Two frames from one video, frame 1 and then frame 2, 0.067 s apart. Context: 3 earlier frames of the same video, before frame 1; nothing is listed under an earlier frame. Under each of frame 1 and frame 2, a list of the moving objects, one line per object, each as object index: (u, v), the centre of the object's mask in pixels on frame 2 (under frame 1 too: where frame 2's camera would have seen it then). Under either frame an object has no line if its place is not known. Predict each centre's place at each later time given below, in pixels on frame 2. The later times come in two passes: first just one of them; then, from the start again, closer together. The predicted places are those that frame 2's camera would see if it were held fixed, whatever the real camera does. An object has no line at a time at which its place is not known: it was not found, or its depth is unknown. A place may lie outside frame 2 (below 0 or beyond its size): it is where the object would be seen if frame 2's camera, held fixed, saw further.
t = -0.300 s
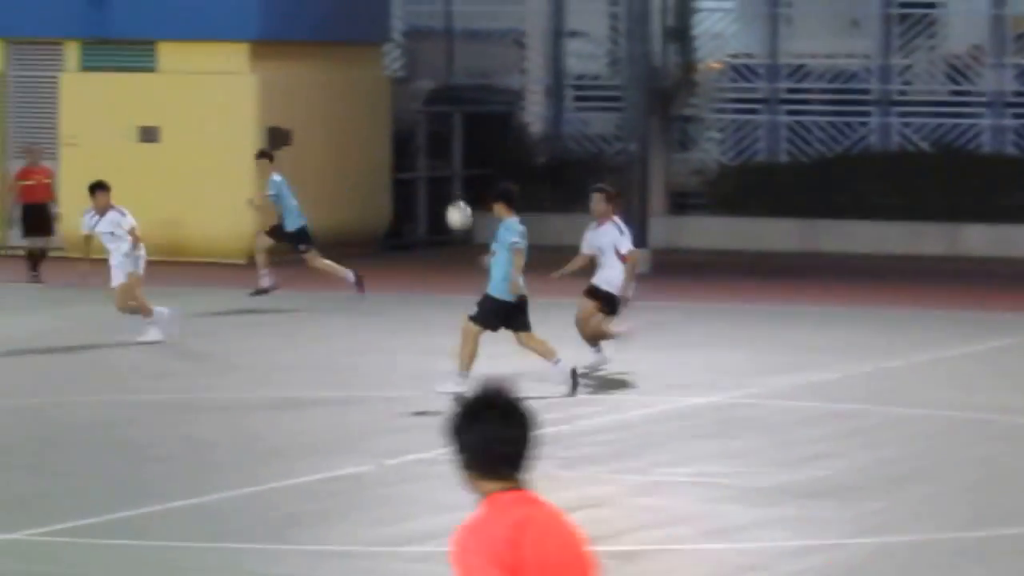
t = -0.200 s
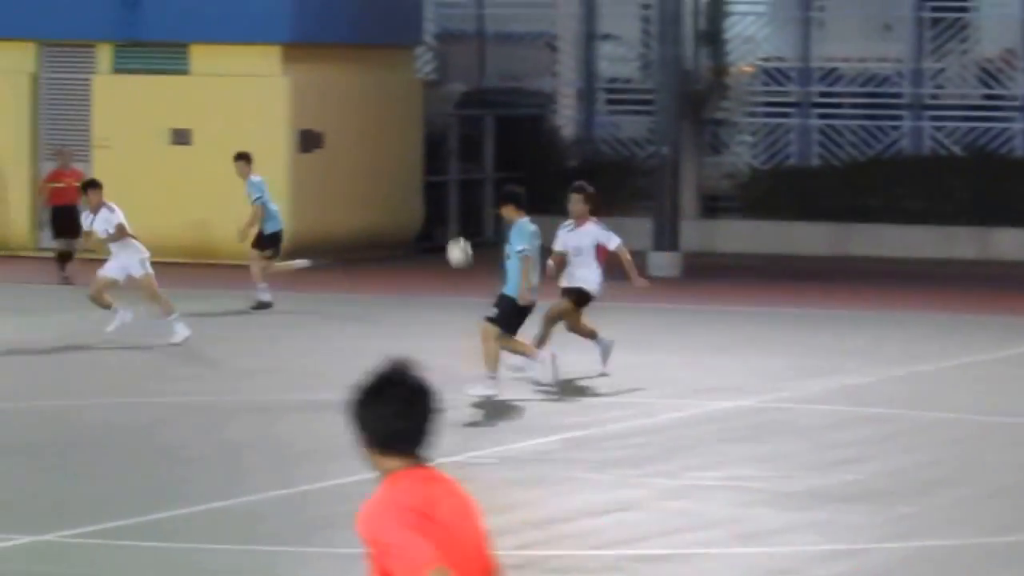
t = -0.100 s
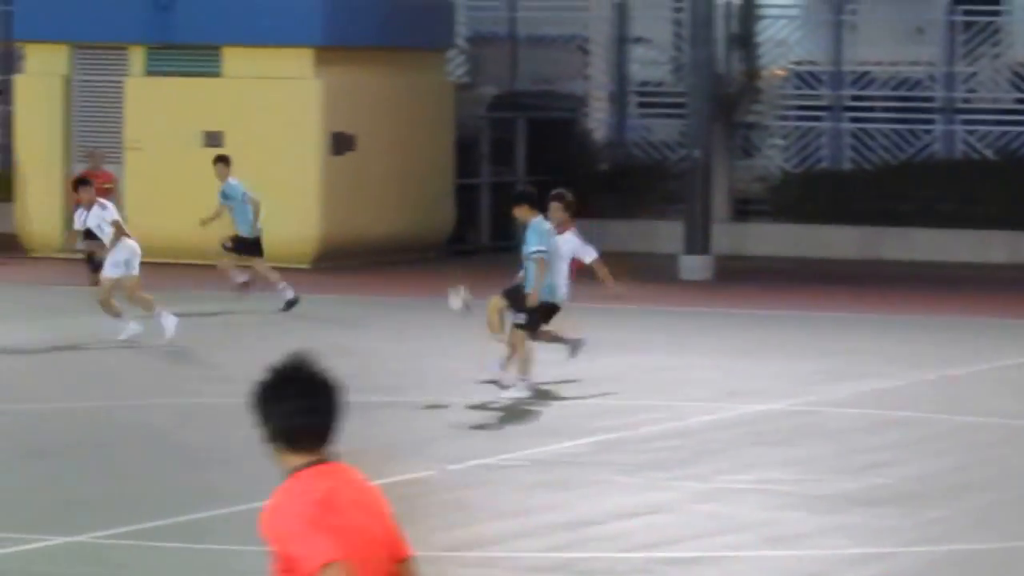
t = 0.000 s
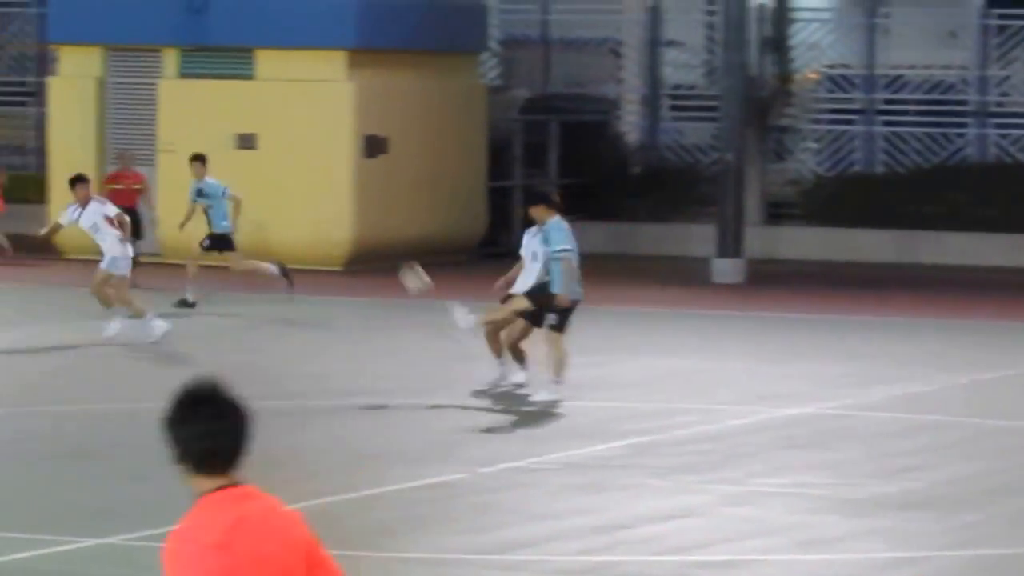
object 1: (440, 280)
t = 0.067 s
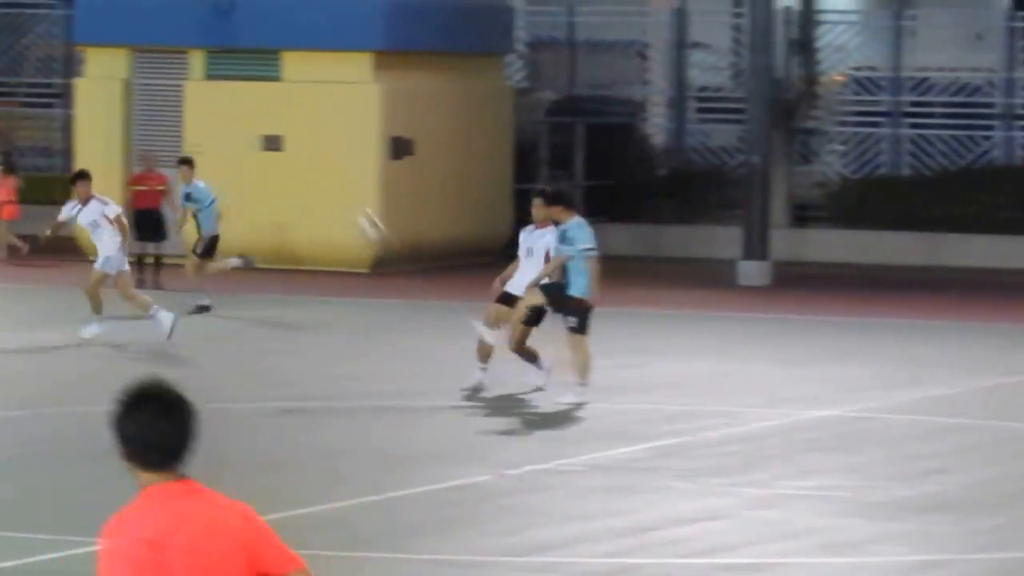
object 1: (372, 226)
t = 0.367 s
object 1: (57, 65)
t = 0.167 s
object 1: (264, 156)
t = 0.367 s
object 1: (57, 65)
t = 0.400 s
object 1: (24, 56)
